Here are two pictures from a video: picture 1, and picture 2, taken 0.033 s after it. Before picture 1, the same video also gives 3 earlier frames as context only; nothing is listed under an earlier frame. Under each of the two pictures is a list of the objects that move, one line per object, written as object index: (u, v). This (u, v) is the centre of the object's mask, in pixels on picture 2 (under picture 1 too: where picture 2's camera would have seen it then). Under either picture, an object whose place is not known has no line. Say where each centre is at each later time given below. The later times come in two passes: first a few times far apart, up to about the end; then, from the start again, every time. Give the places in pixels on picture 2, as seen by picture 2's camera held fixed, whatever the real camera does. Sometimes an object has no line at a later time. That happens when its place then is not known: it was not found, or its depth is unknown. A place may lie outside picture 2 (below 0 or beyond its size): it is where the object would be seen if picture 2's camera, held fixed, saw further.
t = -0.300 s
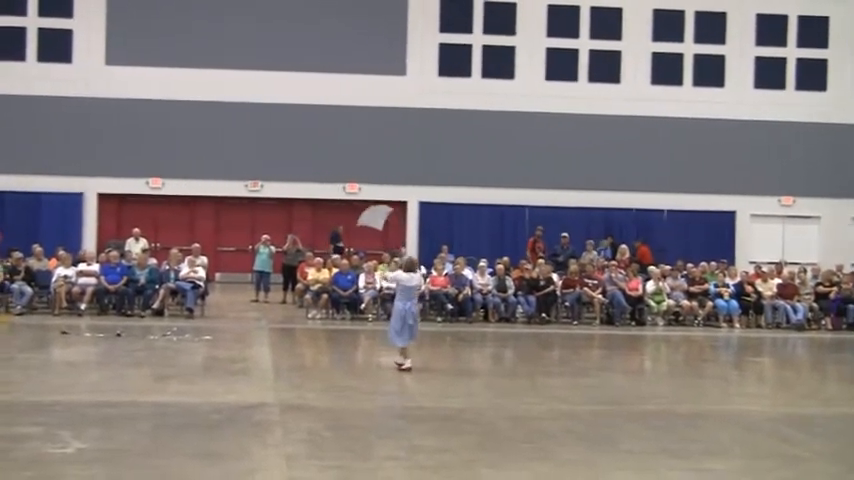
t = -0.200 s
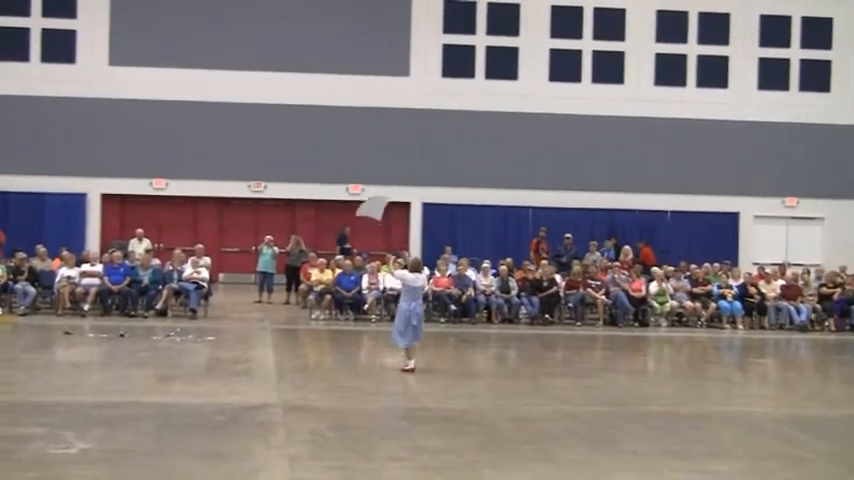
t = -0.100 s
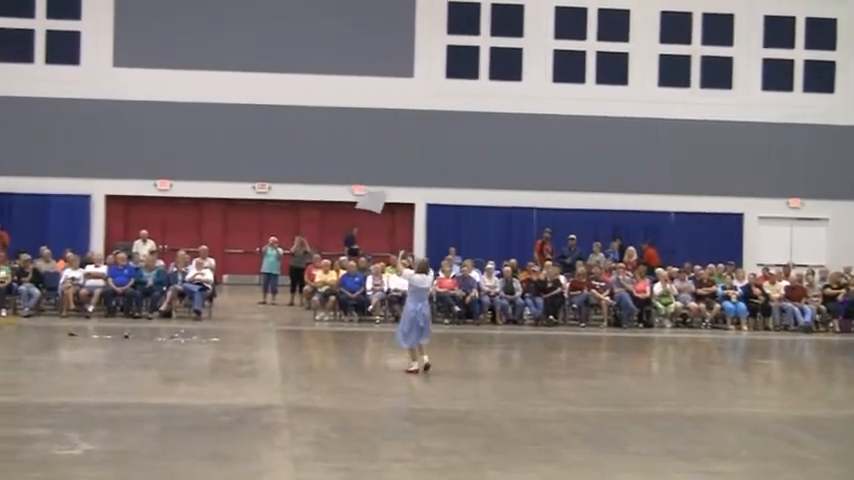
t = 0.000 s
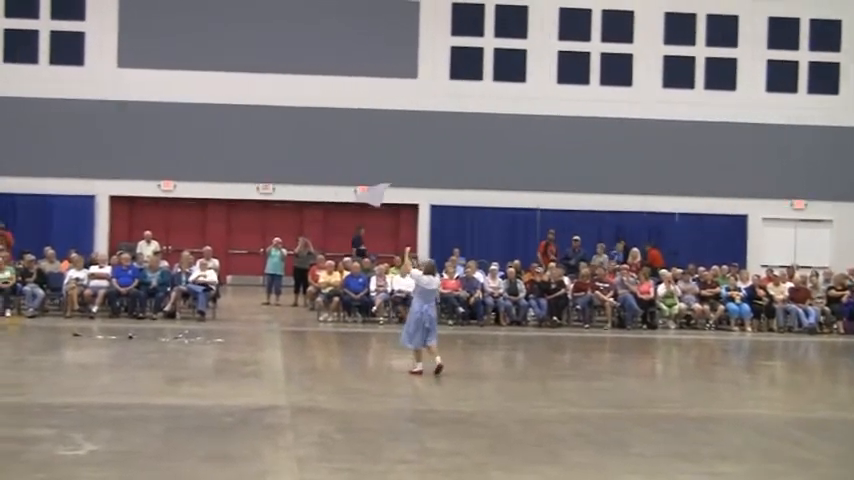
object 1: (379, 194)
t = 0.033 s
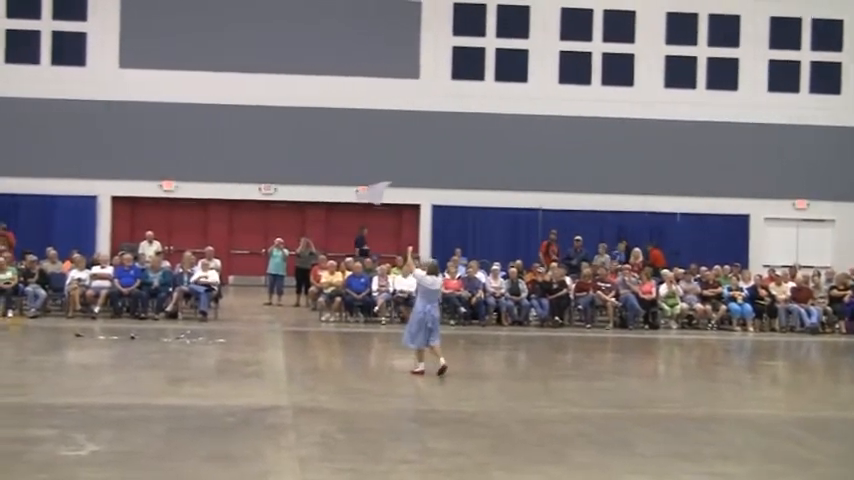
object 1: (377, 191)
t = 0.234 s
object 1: (369, 180)
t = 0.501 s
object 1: (366, 167)
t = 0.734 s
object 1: (371, 159)
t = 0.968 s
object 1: (391, 153)
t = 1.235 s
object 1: (412, 152)
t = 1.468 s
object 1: (410, 154)
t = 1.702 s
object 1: (408, 153)
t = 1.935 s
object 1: (404, 153)
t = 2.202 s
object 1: (405, 156)
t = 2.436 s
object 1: (410, 163)
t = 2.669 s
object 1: (416, 174)
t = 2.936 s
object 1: (417, 191)
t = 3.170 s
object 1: (411, 204)
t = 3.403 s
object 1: (397, 216)
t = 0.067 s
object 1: (377, 186)
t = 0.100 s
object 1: (375, 184)
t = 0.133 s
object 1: (374, 182)
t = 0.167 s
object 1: (372, 182)
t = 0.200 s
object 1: (371, 180)
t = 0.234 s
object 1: (369, 180)
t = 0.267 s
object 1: (368, 178)
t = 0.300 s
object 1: (368, 177)
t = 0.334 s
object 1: (367, 175)
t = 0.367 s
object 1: (367, 173)
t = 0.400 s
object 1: (367, 172)
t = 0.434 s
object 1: (366, 170)
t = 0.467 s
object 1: (366, 169)
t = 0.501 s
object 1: (366, 167)
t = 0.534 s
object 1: (366, 165)
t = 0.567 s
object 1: (367, 163)
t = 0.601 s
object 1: (367, 162)
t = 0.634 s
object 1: (368, 162)
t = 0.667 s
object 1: (368, 161)
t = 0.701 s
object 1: (369, 160)
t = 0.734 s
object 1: (371, 159)
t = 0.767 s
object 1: (372, 158)
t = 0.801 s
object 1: (375, 156)
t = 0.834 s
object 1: (378, 156)
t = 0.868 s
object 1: (381, 155)
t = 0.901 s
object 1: (384, 154)
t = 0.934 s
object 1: (388, 153)
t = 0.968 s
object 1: (391, 153)
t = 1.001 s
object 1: (395, 153)
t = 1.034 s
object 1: (399, 153)
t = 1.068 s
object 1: (403, 152)
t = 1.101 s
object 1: (406, 152)
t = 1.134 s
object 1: (409, 152)
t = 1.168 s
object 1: (411, 152)
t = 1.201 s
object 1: (410, 152)
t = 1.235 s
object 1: (412, 152)
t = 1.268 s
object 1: (413, 153)
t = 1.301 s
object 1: (413, 153)
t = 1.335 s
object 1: (412, 154)
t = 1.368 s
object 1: (412, 154)
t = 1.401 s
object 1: (412, 154)
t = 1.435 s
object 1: (410, 154)
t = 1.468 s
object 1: (410, 154)
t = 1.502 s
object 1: (411, 154)
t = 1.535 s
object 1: (411, 154)
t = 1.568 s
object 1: (411, 154)
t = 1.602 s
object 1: (410, 154)
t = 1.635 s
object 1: (409, 154)
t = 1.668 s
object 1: (409, 153)
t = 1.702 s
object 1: (408, 153)
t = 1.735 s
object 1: (408, 153)
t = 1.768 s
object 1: (407, 153)
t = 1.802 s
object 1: (406, 153)
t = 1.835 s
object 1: (405, 153)
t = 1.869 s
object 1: (405, 153)
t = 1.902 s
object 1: (404, 153)
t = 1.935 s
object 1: (404, 153)
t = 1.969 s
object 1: (404, 153)
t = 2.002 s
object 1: (404, 153)
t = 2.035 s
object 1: (404, 154)
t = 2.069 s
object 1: (406, 154)
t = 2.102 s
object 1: (406, 155)
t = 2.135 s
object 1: (405, 155)
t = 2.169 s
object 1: (405, 156)
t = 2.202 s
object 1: (405, 156)
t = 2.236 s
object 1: (404, 156)
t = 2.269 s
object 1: (405, 157)
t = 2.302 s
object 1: (406, 158)
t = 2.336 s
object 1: (408, 159)
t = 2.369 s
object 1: (408, 160)
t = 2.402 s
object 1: (409, 162)
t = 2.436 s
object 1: (410, 163)
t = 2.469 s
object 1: (411, 164)
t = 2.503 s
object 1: (412, 166)
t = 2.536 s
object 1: (413, 167)
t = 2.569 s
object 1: (414, 169)
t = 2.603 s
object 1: (415, 170)
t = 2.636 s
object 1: (415, 172)
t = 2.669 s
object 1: (416, 174)
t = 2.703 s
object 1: (416, 176)
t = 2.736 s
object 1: (417, 178)
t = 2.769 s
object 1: (417, 180)
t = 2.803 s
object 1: (417, 183)
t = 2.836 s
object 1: (417, 185)
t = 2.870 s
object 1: (417, 187)
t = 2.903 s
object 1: (418, 189)
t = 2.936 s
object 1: (417, 191)
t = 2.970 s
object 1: (416, 193)
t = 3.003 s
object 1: (417, 195)
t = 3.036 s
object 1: (415, 197)
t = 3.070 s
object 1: (414, 199)
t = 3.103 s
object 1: (412, 201)
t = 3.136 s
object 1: (410, 203)
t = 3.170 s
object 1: (411, 204)
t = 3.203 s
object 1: (407, 206)
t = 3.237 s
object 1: (405, 208)
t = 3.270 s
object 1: (404, 210)
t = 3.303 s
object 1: (403, 211)
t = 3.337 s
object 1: (399, 213)
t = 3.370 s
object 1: (398, 214)
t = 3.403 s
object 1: (397, 216)
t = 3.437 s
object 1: (395, 217)
